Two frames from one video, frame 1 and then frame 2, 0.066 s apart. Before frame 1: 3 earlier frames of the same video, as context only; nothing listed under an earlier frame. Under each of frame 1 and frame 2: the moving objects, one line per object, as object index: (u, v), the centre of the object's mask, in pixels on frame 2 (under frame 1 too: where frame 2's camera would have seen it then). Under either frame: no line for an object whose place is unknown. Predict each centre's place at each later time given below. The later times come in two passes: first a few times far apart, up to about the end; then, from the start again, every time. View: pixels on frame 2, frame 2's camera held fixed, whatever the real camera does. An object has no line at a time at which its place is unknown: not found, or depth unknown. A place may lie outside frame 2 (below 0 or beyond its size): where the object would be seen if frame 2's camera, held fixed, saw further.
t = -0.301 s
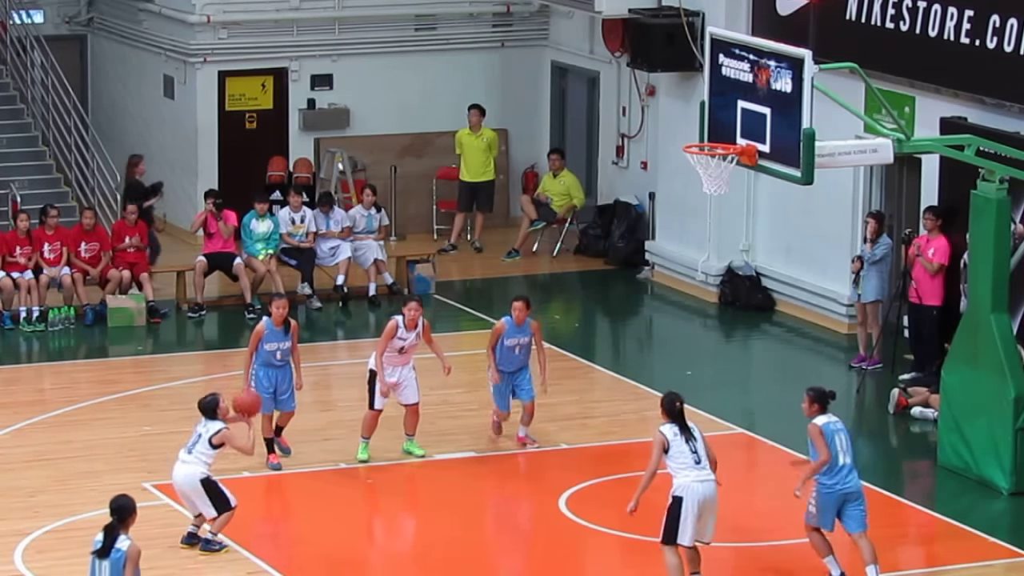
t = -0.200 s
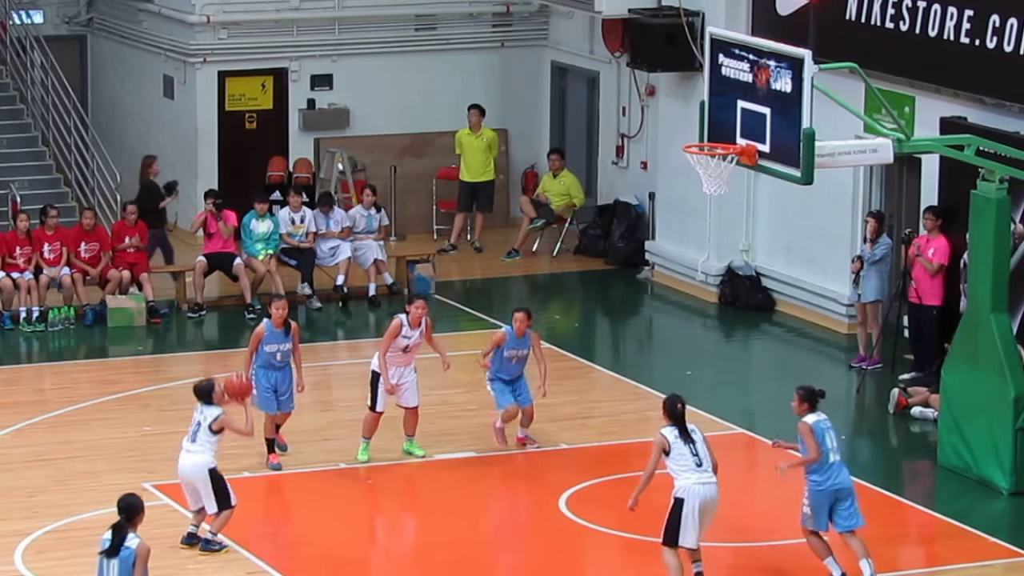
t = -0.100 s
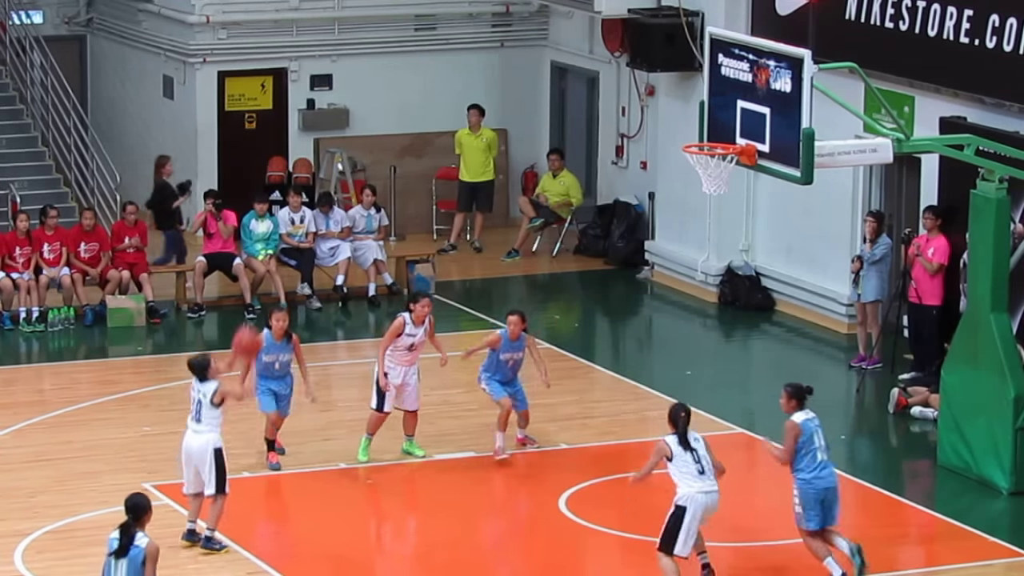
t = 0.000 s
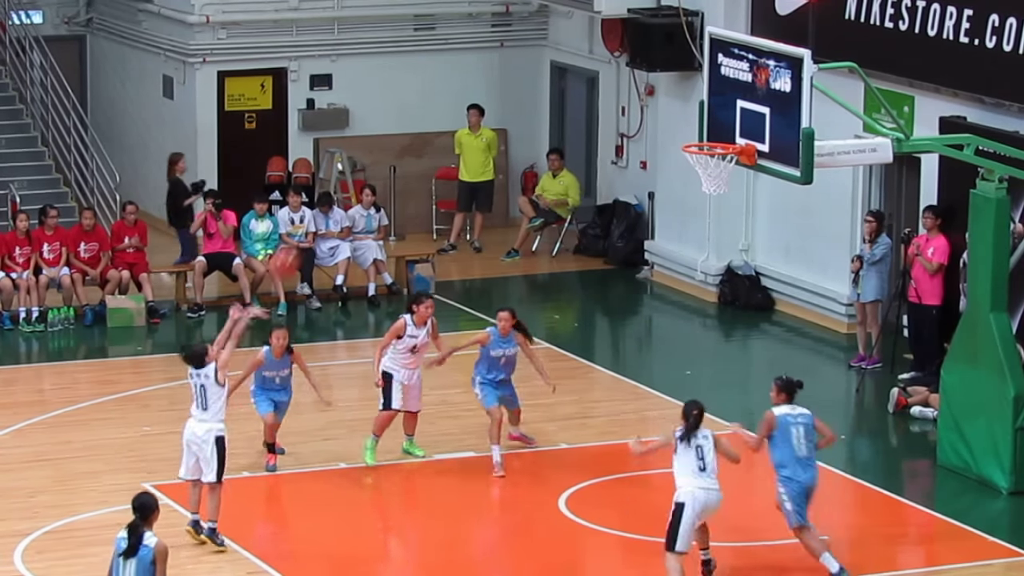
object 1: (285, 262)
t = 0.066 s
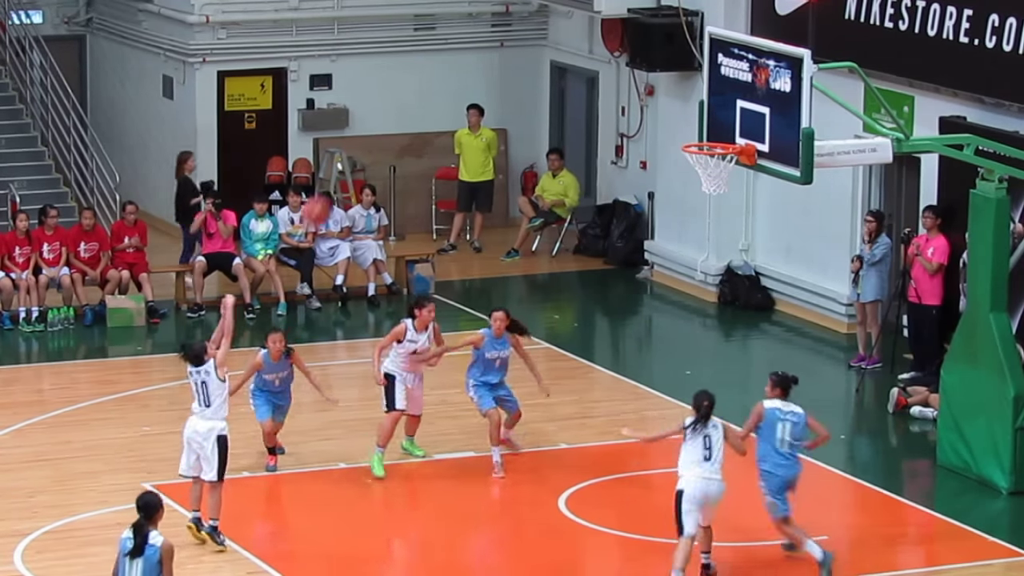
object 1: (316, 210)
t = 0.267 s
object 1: (403, 98)
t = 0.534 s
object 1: (518, 19)
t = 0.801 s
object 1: (627, 28)
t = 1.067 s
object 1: (726, 117)
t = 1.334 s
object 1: (700, 100)
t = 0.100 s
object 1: (328, 192)
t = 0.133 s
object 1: (344, 168)
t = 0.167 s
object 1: (359, 150)
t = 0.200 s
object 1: (373, 132)
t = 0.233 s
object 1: (389, 114)
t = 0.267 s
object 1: (403, 98)
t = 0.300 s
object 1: (418, 85)
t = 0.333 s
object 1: (432, 71)
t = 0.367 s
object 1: (446, 59)
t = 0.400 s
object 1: (461, 48)
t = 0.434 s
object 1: (475, 40)
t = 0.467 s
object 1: (490, 31)
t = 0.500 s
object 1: (503, 25)
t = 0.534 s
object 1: (518, 19)
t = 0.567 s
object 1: (531, 16)
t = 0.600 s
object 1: (545, 14)
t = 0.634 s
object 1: (559, 13)
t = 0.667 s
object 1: (573, 13)
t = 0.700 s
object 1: (586, 15)
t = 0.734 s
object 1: (600, 18)
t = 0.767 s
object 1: (613, 24)
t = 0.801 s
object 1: (627, 28)
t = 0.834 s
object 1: (639, 34)
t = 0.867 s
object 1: (652, 42)
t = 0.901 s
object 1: (665, 52)
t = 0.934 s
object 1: (678, 62)
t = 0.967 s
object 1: (690, 72)
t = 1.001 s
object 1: (704, 87)
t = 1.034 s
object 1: (716, 102)
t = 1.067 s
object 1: (726, 117)
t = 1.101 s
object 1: (738, 131)
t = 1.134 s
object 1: (735, 125)
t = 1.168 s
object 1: (729, 117)
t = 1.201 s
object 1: (723, 111)
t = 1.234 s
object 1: (718, 106)
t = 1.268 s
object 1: (712, 103)
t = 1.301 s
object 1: (706, 101)
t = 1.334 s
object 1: (700, 100)
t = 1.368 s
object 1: (692, 100)
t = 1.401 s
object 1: (687, 101)
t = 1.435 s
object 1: (681, 104)
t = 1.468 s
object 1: (674, 108)
